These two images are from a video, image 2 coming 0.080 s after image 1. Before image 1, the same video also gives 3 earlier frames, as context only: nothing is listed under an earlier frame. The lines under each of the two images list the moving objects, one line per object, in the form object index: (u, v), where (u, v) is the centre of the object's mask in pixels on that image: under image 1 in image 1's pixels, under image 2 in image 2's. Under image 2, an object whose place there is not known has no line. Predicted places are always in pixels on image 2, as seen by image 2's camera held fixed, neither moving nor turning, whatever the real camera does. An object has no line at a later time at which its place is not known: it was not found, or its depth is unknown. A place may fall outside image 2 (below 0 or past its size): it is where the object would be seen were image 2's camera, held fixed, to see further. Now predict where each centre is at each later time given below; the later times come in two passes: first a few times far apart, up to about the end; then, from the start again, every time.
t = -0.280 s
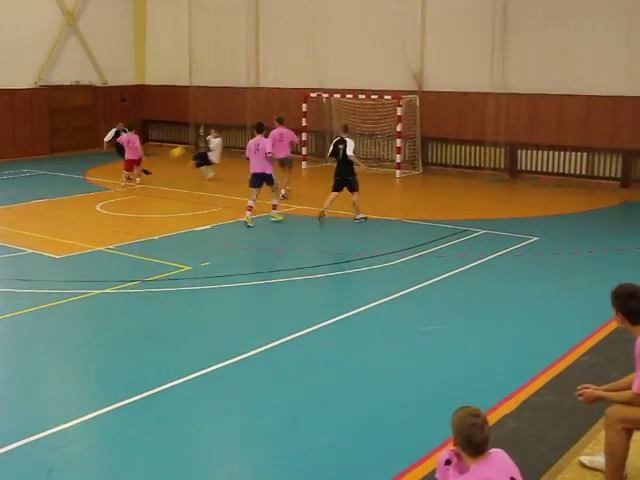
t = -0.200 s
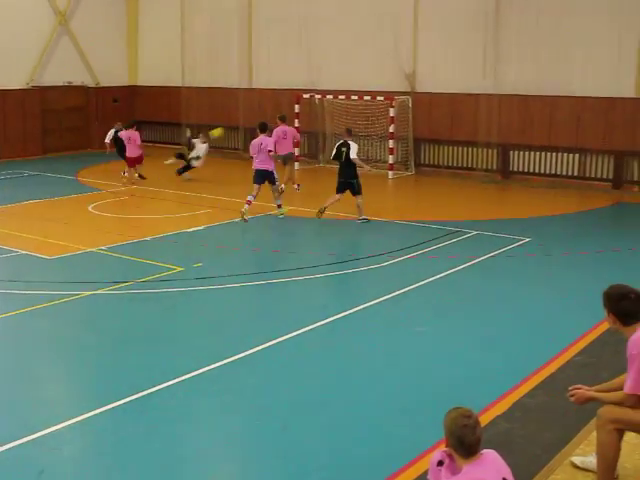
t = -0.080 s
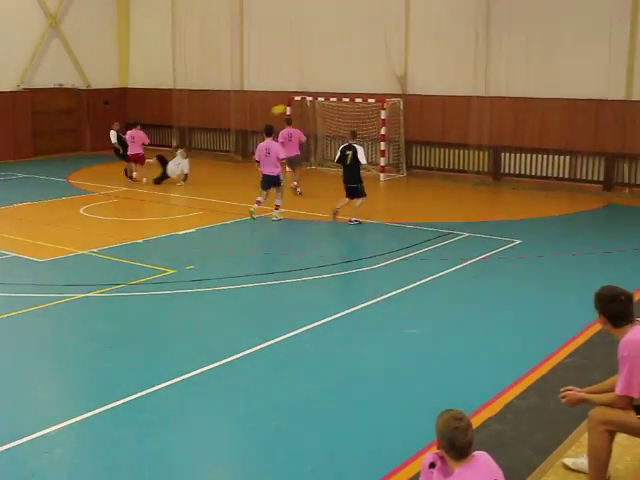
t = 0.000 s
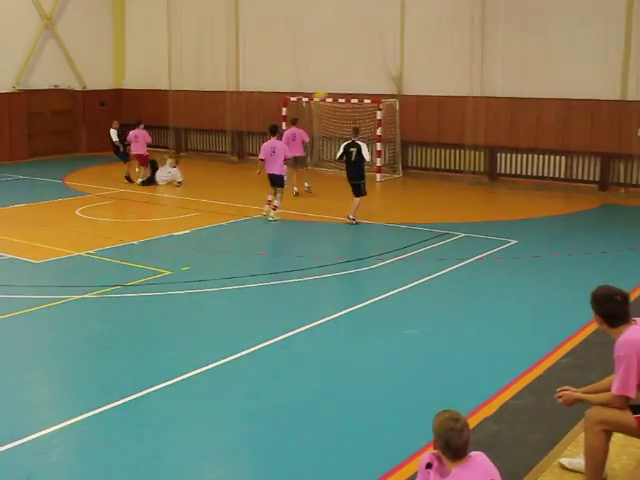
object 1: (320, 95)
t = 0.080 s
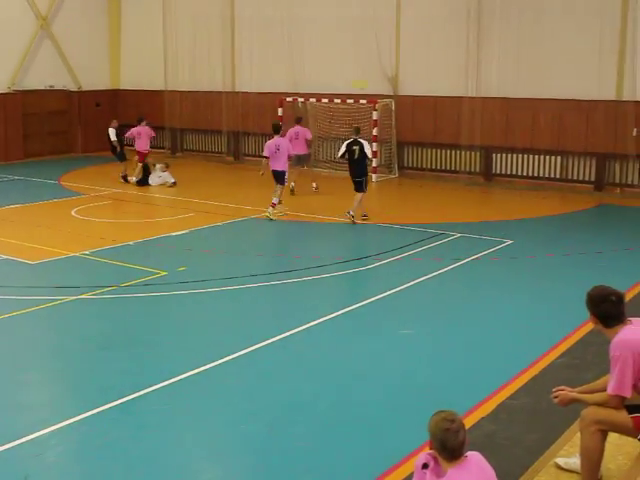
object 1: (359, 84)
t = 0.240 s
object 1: (446, 69)
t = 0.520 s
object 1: (509, 62)
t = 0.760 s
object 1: (516, 73)
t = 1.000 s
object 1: (517, 99)
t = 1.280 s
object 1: (508, 152)
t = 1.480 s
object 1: (498, 174)
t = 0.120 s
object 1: (381, 80)
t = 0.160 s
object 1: (405, 76)
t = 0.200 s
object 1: (424, 72)
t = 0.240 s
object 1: (446, 69)
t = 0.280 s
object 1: (464, 67)
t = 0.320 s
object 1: (479, 66)
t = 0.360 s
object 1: (489, 65)
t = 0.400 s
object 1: (496, 64)
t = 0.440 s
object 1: (501, 63)
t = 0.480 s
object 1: (506, 62)
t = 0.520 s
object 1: (509, 62)
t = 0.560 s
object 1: (512, 63)
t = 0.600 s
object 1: (513, 63)
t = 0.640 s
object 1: (514, 65)
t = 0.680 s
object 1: (515, 67)
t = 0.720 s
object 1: (516, 69)
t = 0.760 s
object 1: (516, 73)
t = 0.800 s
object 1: (517, 76)
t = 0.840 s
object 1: (517, 79)
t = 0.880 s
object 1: (517, 84)
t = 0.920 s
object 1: (517, 88)
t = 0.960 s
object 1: (517, 93)
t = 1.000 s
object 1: (517, 99)
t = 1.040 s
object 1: (515, 106)
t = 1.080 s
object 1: (514, 112)
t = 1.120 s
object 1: (513, 120)
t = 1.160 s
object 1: (512, 127)
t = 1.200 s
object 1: (511, 135)
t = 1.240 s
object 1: (510, 144)
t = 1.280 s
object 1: (508, 152)
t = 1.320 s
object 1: (506, 160)
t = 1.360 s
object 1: (504, 171)
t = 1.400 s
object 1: (502, 179)
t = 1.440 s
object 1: (500, 179)
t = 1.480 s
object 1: (498, 174)
